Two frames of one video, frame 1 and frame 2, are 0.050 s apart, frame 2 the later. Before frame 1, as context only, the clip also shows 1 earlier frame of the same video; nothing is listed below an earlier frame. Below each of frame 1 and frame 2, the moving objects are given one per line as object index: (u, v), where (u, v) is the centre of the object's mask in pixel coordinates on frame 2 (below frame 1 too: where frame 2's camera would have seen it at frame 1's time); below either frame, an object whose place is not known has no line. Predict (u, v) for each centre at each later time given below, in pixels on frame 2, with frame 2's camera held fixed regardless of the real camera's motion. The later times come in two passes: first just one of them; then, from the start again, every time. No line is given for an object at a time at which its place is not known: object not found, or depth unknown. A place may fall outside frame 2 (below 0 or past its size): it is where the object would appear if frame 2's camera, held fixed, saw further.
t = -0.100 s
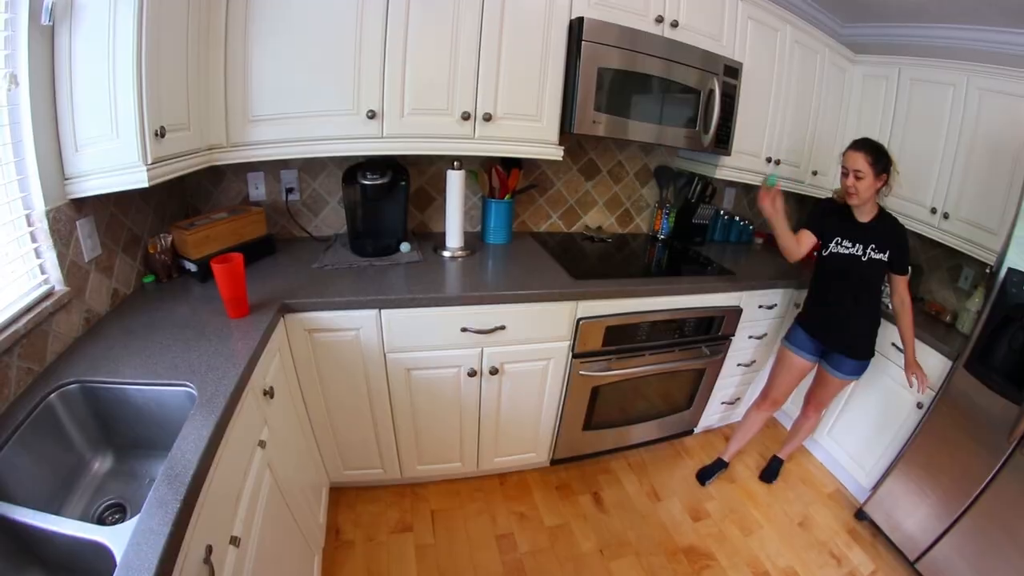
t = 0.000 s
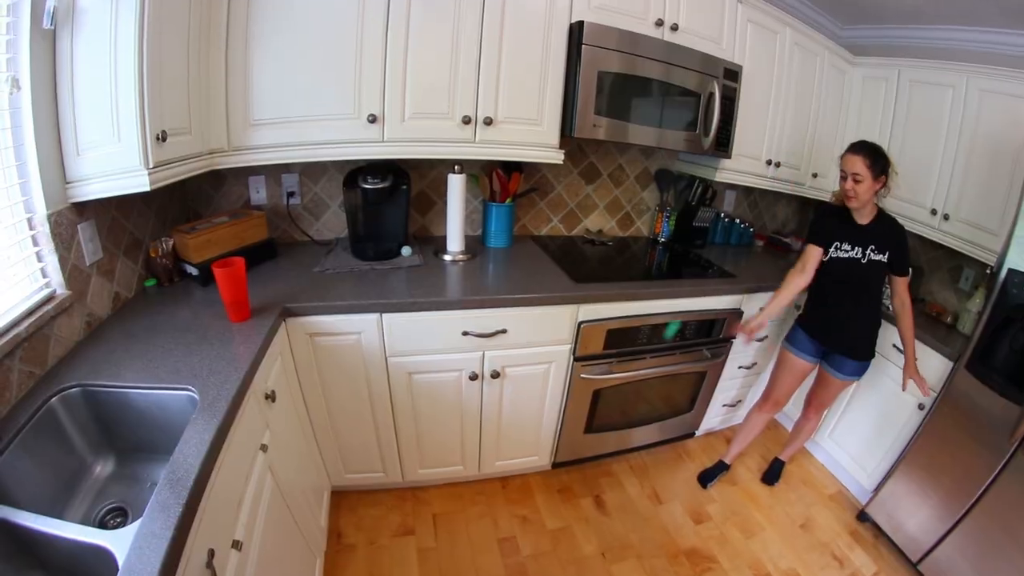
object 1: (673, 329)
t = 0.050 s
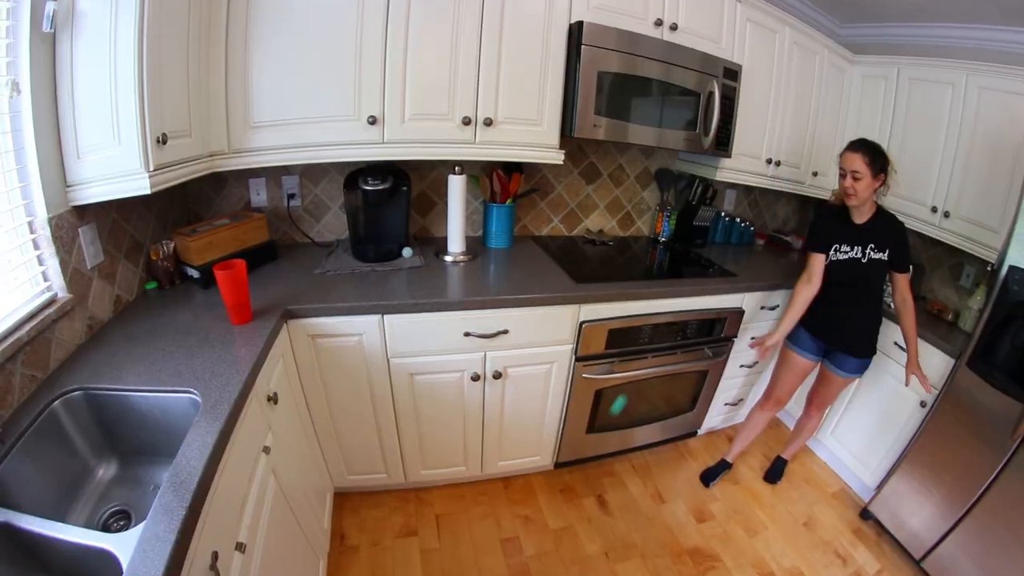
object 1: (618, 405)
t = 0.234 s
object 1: (497, 469)
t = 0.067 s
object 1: (602, 427)
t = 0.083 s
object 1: (584, 451)
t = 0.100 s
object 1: (569, 471)
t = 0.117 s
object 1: (554, 492)
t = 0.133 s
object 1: (540, 509)
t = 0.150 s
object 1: (527, 525)
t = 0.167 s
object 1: (522, 517)
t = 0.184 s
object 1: (516, 506)
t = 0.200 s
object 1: (511, 494)
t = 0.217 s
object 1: (505, 482)
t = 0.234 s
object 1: (497, 469)
